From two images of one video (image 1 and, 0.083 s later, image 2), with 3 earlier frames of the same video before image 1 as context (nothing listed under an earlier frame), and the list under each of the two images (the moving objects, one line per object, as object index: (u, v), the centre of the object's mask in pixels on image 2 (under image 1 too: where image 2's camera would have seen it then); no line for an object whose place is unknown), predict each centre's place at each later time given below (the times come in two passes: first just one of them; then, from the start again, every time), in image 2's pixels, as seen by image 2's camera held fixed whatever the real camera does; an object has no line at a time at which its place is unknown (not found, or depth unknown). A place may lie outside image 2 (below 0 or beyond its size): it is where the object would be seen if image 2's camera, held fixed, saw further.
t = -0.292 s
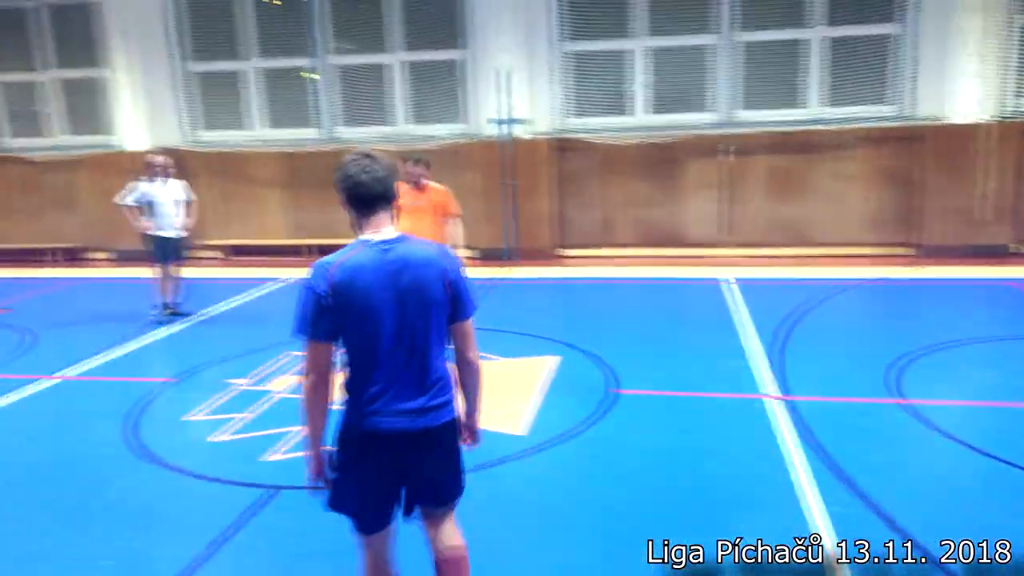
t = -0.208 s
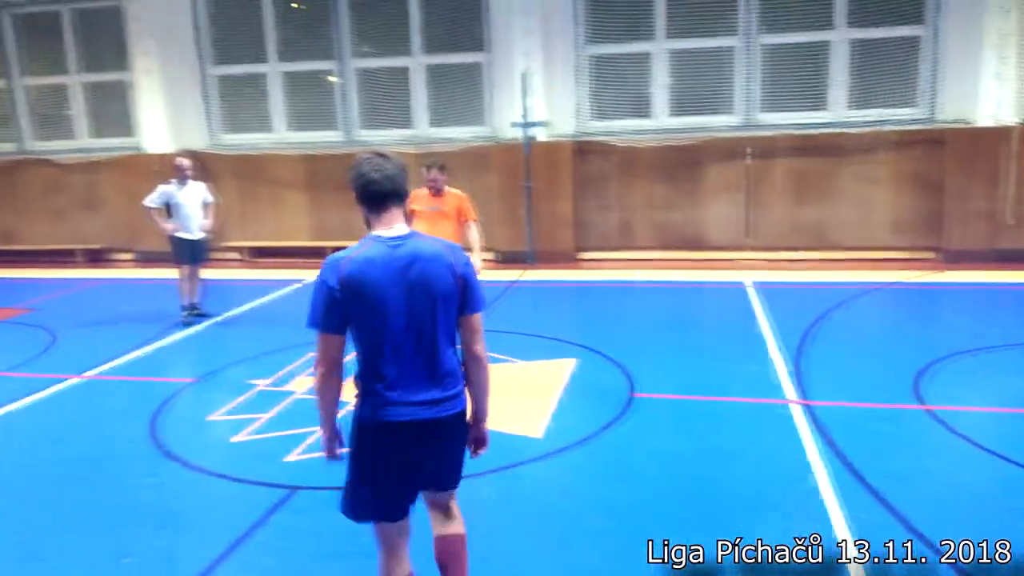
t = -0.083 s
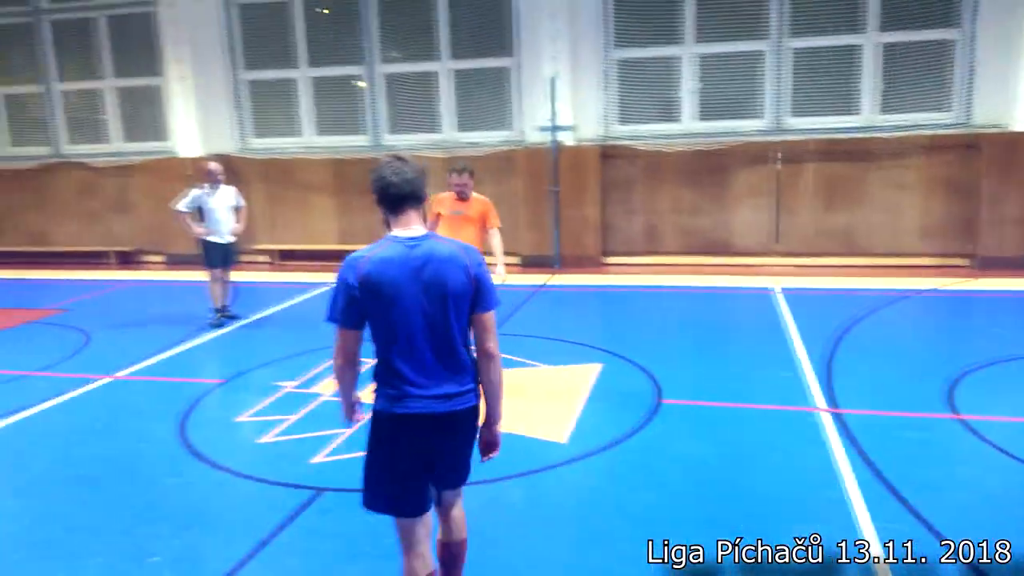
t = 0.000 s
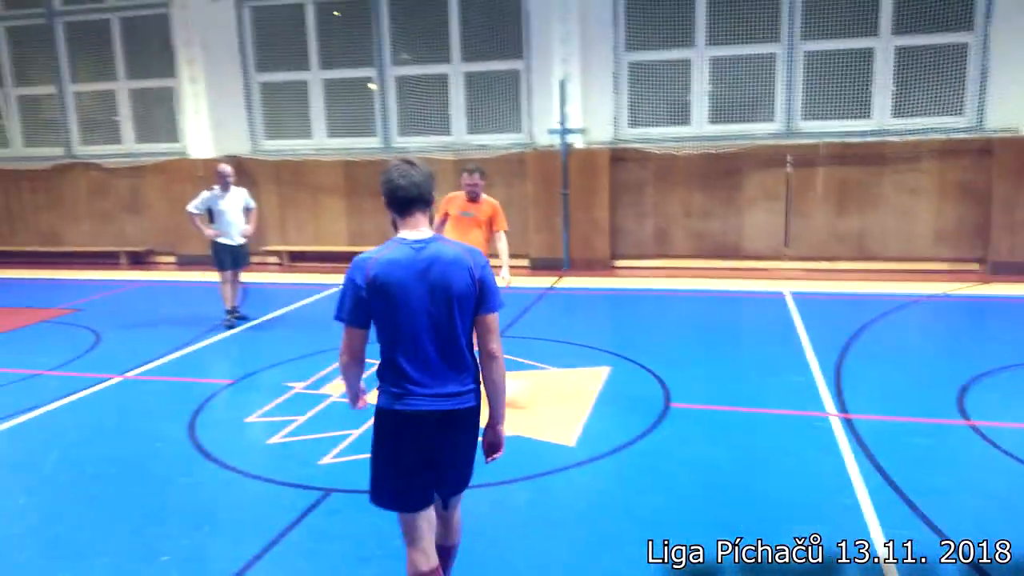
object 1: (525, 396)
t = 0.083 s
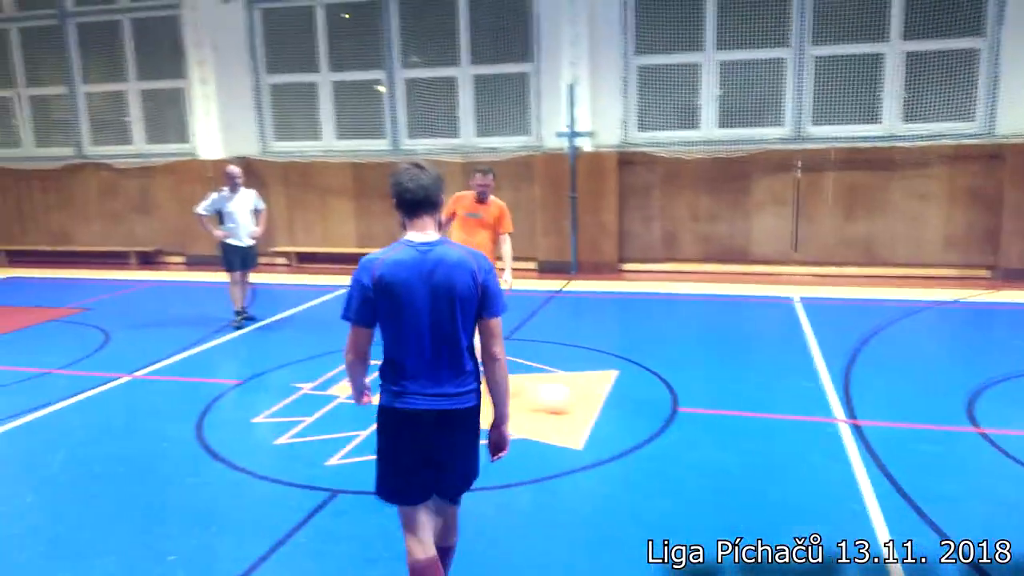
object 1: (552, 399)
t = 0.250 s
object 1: (620, 404)
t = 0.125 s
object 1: (569, 400)
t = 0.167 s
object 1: (584, 401)
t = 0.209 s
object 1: (603, 402)
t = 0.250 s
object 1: (620, 404)
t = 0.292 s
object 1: (633, 404)
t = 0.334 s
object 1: (648, 405)
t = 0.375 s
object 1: (665, 406)
